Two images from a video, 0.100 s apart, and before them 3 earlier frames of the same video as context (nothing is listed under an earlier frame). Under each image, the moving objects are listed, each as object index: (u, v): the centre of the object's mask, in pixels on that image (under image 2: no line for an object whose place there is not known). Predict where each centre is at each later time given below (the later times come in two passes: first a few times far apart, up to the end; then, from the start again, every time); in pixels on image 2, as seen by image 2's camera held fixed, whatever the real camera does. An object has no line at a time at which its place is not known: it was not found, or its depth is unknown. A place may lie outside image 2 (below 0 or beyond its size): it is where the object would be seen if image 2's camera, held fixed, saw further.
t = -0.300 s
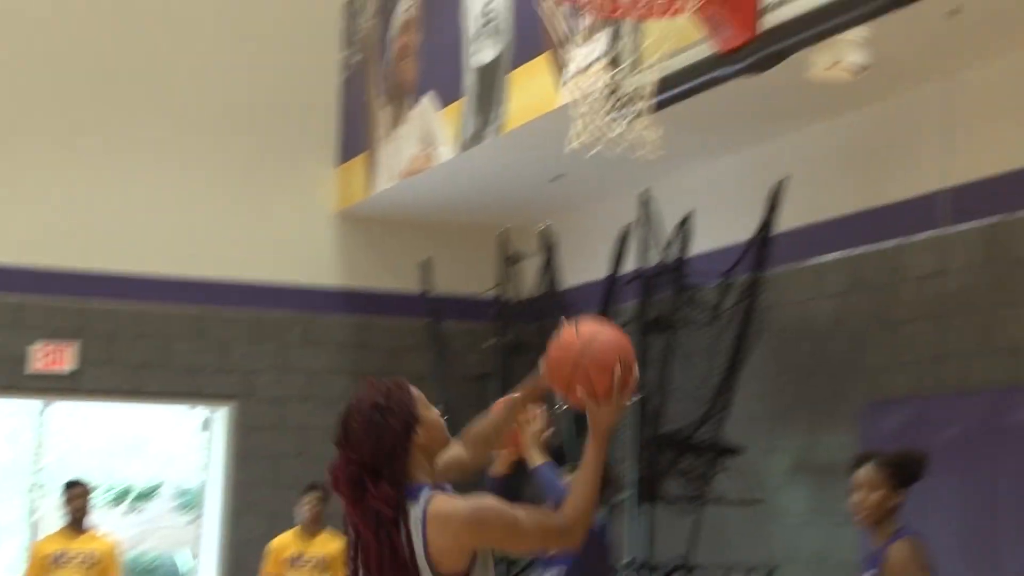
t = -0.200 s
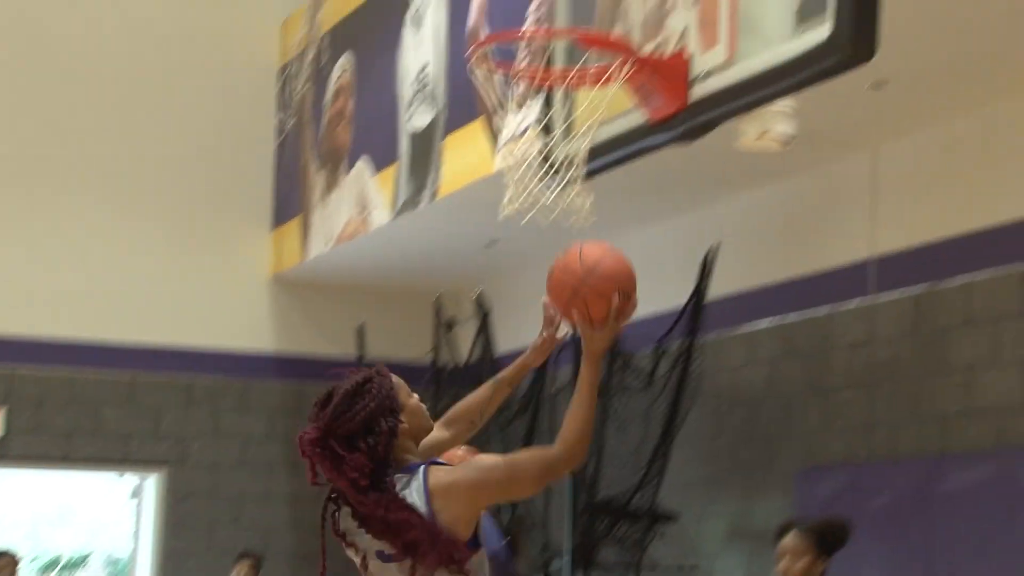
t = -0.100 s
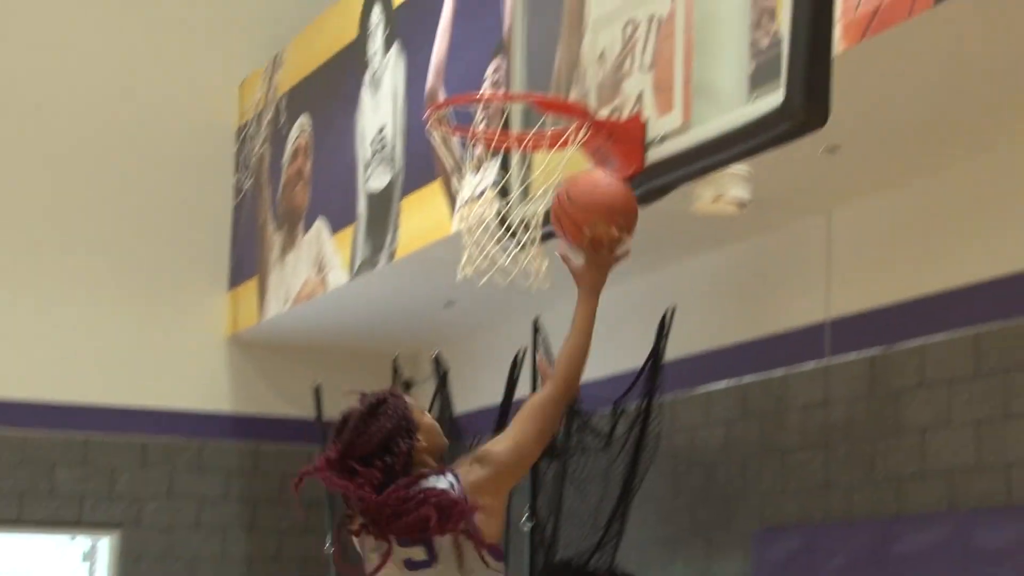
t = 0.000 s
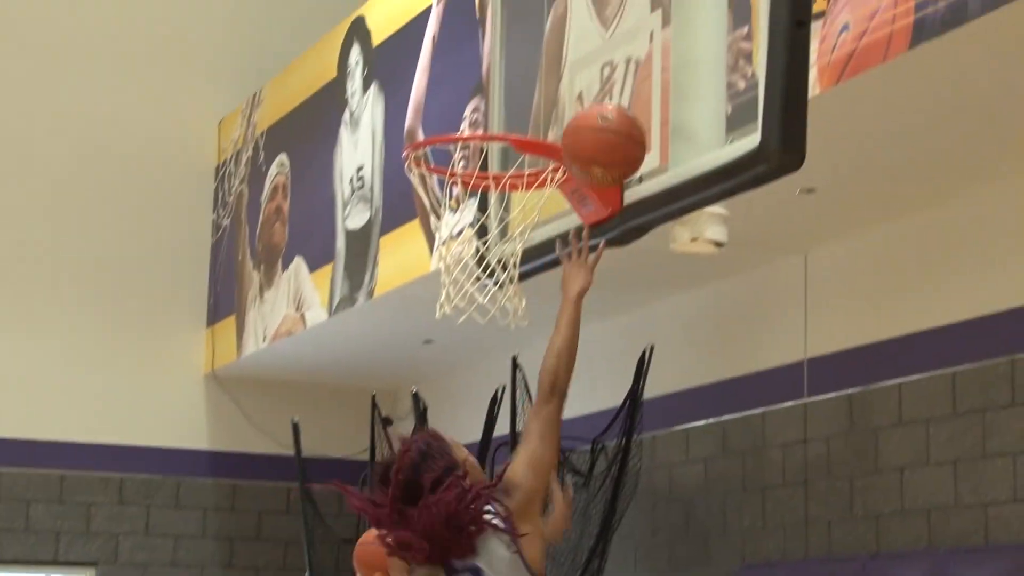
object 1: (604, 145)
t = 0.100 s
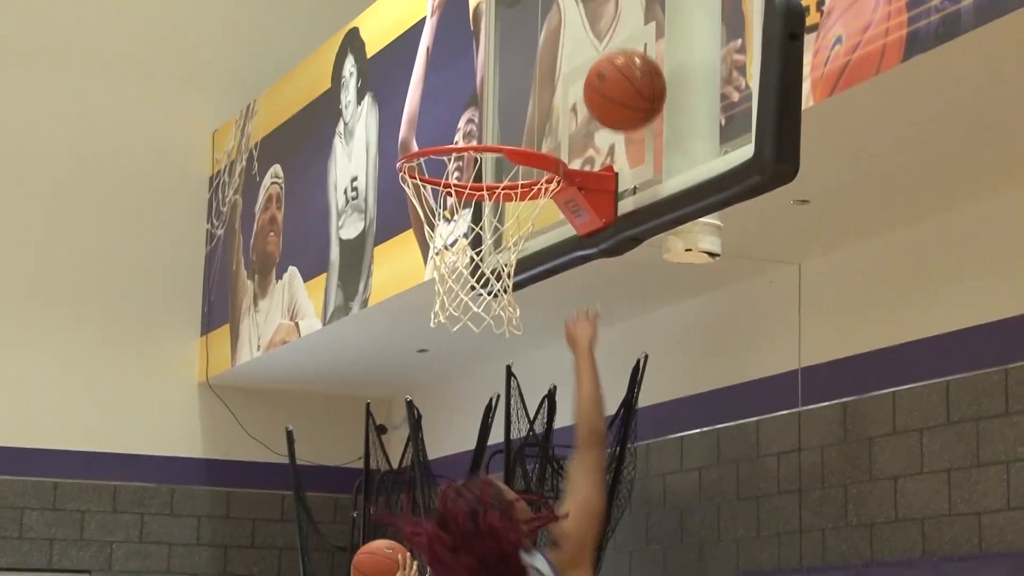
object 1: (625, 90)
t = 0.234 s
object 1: (559, 72)
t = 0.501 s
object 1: (424, 207)
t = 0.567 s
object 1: (412, 248)
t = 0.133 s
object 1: (610, 81)
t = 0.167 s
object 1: (593, 74)
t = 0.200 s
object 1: (576, 71)
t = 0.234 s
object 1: (559, 72)
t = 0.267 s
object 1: (542, 77)
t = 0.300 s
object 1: (526, 86)
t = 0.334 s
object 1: (509, 97)
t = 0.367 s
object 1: (491, 110)
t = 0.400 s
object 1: (474, 121)
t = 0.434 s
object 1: (457, 154)
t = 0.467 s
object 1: (441, 183)
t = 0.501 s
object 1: (424, 207)
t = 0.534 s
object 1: (416, 229)
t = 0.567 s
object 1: (412, 248)
